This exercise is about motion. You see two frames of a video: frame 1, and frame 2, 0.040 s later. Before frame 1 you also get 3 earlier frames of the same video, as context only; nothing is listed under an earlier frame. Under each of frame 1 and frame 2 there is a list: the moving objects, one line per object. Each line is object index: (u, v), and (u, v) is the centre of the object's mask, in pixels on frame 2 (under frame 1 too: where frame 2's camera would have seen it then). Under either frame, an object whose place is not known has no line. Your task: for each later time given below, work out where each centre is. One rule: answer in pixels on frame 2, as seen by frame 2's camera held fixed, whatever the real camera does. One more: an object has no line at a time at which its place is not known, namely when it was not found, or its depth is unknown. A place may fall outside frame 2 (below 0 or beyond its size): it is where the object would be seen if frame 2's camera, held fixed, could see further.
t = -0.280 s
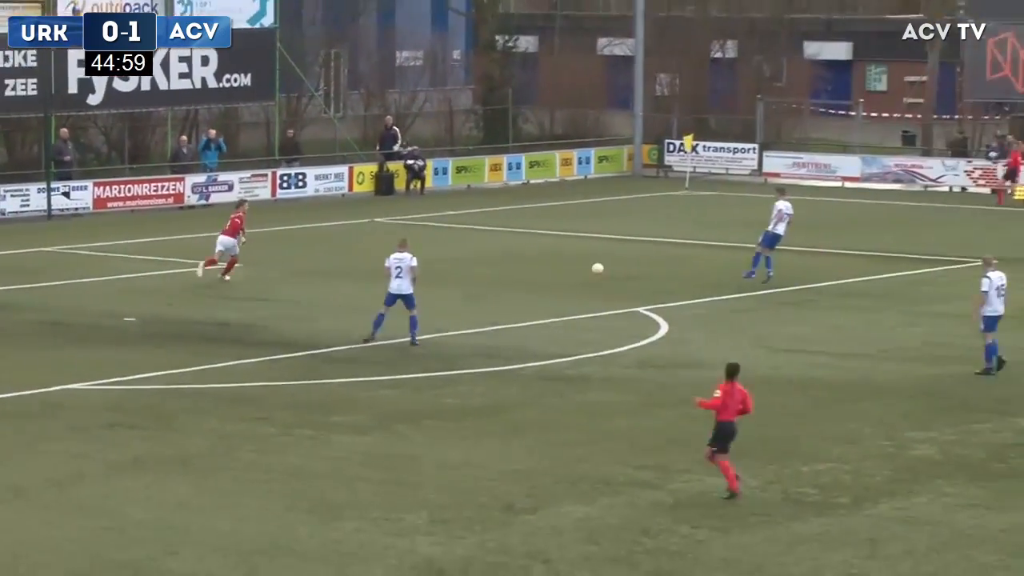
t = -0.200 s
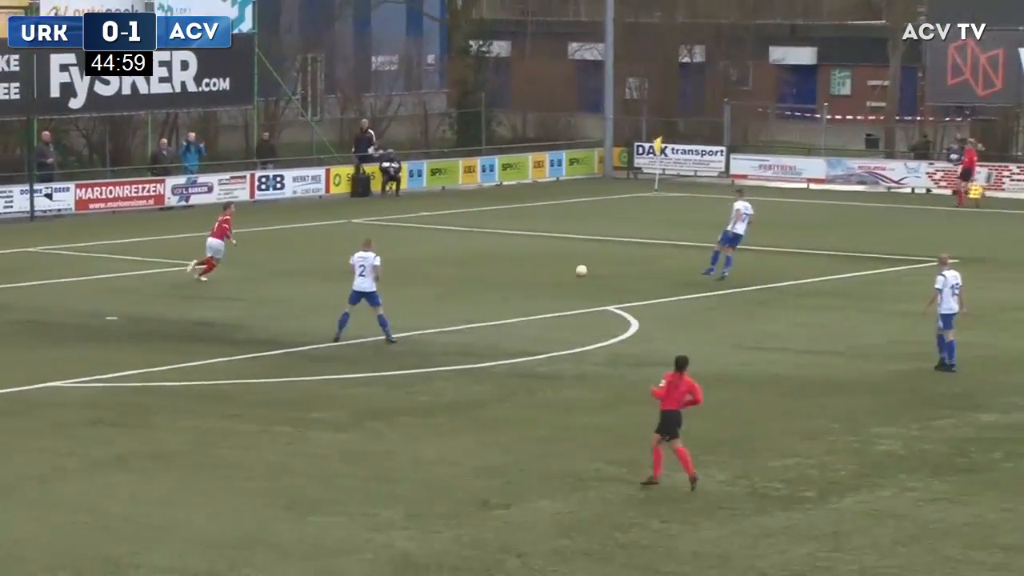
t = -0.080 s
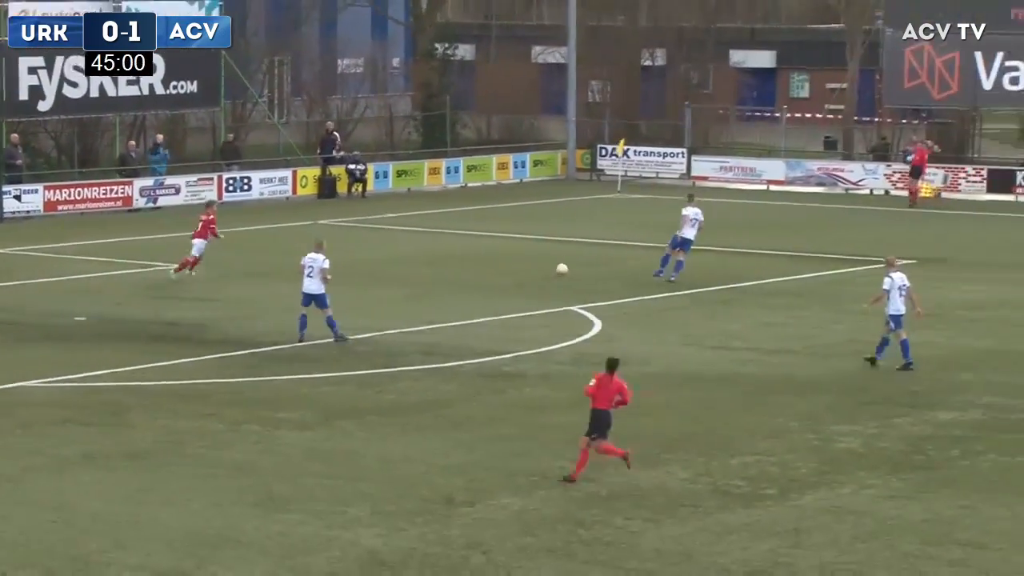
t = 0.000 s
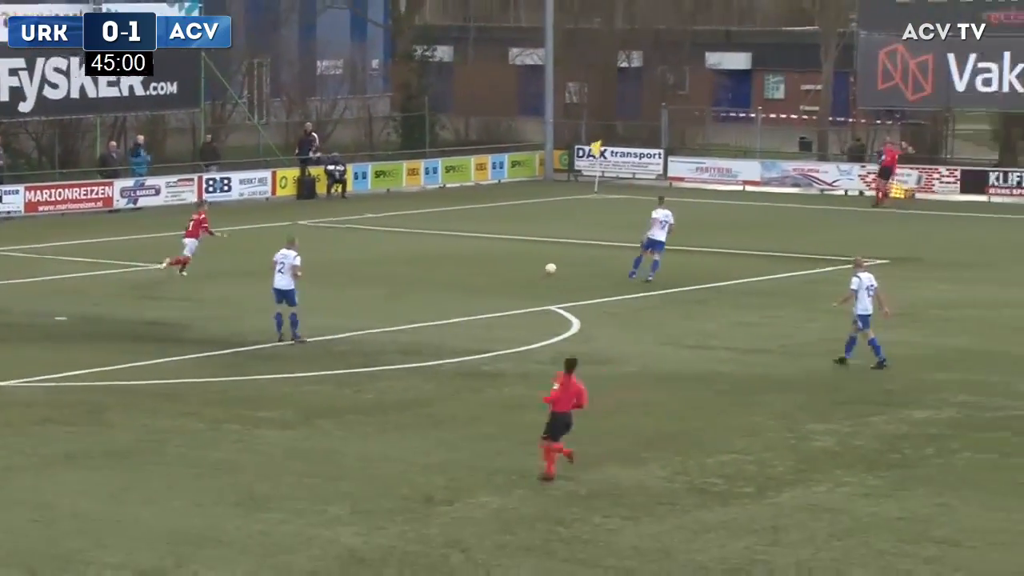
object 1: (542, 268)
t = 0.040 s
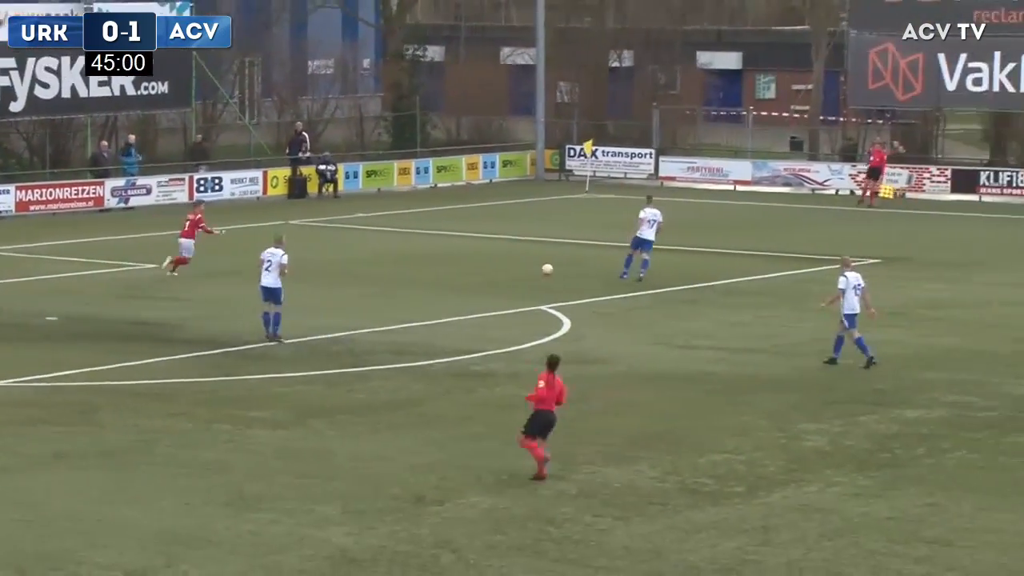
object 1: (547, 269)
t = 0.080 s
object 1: (552, 269)
